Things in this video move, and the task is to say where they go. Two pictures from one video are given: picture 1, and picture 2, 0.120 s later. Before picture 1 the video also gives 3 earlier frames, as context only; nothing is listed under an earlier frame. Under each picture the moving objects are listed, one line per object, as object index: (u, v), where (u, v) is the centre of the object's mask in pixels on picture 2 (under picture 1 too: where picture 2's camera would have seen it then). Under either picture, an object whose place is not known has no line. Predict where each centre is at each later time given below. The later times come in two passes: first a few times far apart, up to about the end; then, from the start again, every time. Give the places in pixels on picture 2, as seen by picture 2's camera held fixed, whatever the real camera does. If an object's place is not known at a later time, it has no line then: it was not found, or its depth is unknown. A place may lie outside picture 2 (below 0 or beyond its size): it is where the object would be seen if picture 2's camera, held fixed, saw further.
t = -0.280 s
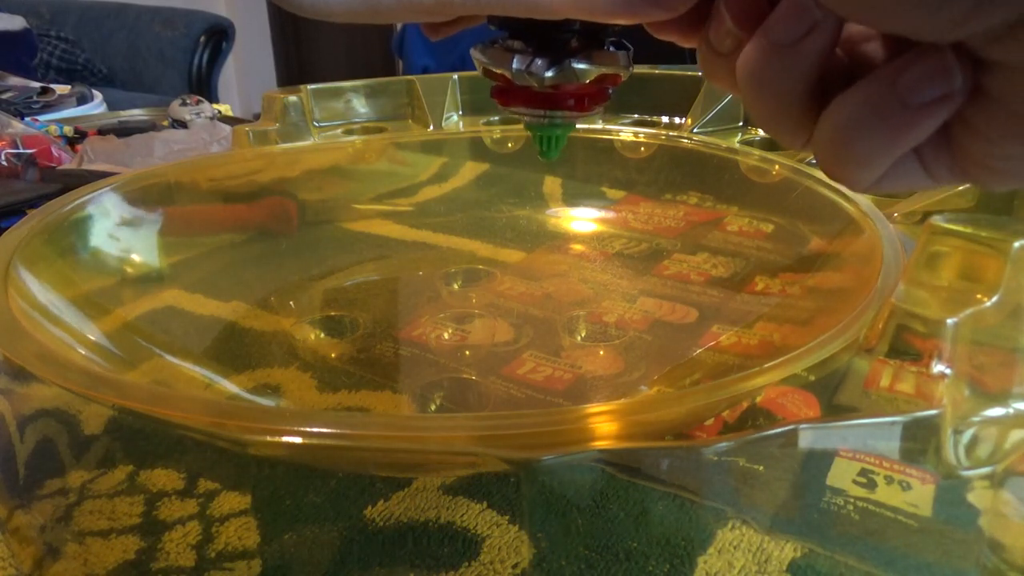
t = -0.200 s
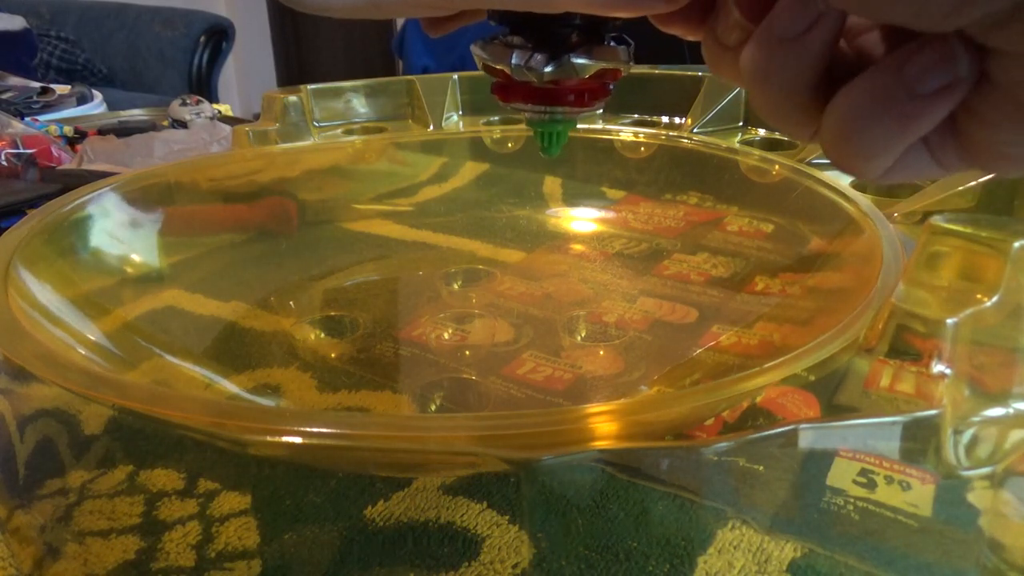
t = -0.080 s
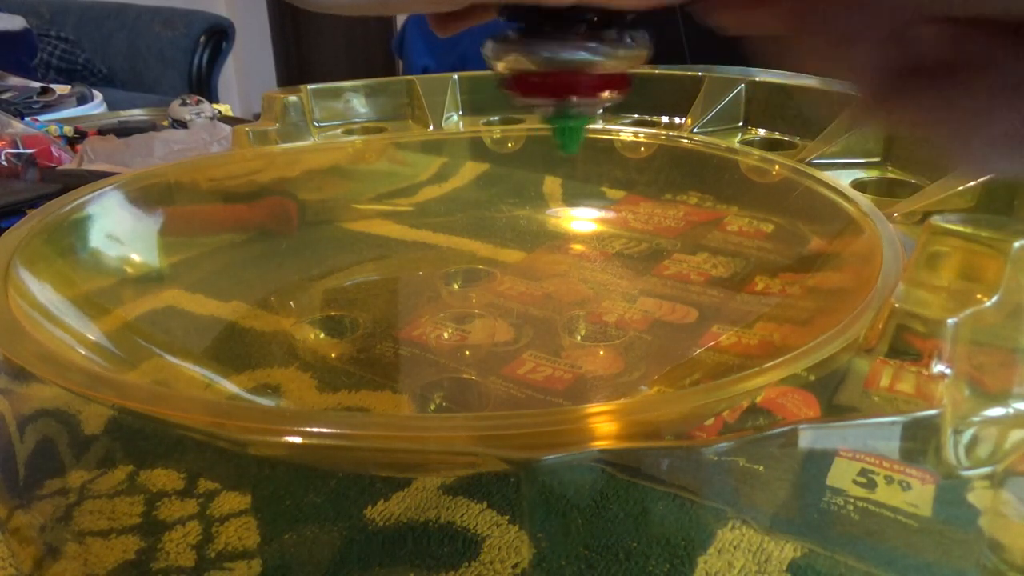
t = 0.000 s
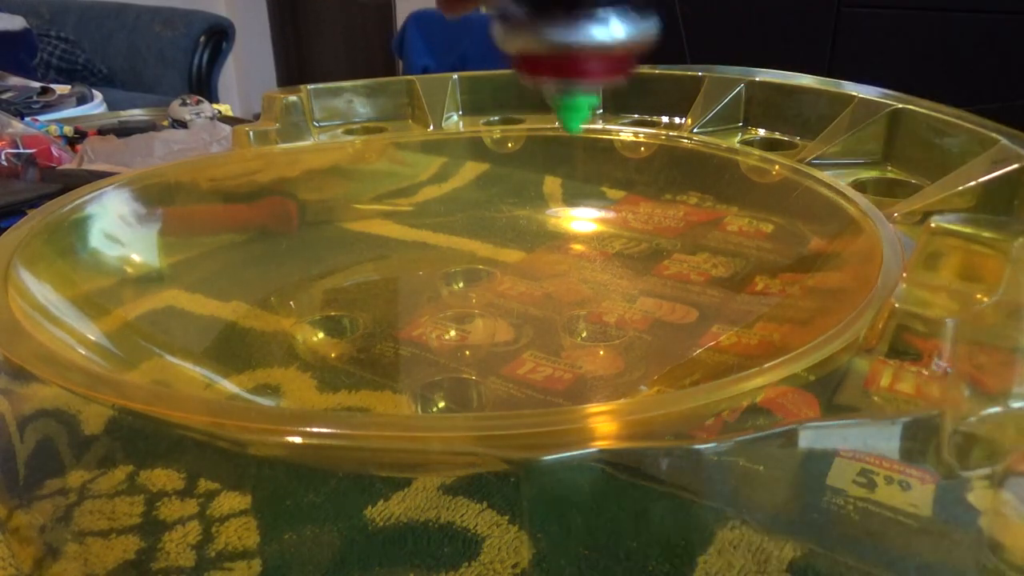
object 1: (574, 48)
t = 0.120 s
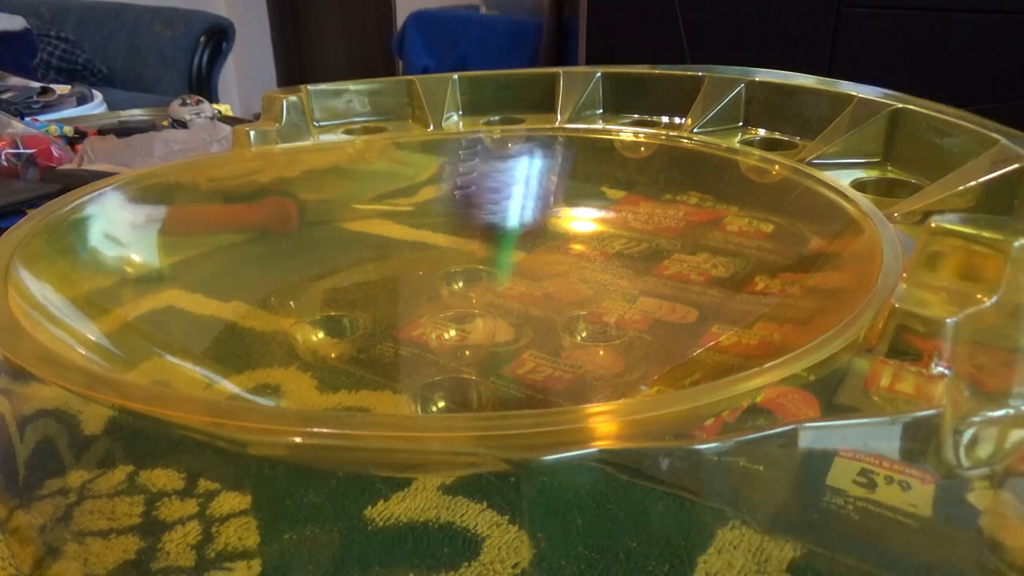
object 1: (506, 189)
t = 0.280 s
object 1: (425, 212)
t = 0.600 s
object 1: (264, 229)
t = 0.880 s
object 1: (400, 304)
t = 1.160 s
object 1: (616, 212)
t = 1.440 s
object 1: (384, 173)
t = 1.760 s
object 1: (359, 332)
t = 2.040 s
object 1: (741, 235)
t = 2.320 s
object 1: (420, 183)
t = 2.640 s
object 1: (266, 332)
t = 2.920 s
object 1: (699, 271)
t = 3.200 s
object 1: (454, 192)
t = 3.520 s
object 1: (205, 288)
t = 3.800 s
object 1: (585, 310)
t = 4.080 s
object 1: (566, 189)
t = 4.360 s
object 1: (262, 210)
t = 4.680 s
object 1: (487, 333)
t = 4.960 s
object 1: (690, 222)
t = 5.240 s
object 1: (398, 186)
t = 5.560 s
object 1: (275, 317)
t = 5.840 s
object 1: (656, 313)
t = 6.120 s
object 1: (567, 203)
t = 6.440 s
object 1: (260, 226)
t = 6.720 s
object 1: (350, 338)
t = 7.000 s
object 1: (605, 268)
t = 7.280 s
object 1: (486, 179)
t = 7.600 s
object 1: (251, 267)
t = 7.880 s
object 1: (535, 309)
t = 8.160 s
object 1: (664, 213)
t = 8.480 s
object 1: (356, 205)
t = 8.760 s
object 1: (273, 299)
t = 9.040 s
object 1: (556, 339)
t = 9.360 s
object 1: (600, 216)
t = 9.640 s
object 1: (357, 196)
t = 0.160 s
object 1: (484, 219)
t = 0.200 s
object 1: (460, 181)
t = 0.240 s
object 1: (441, 178)
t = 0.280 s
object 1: (425, 212)
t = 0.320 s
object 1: (409, 208)
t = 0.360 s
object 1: (390, 205)
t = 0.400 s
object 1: (369, 199)
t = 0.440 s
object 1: (345, 196)
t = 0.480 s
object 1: (322, 197)
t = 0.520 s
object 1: (300, 203)
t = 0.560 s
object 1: (281, 215)
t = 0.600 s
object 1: (264, 229)
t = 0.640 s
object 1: (252, 246)
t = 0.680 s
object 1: (250, 265)
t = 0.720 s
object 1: (265, 282)
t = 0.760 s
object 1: (289, 293)
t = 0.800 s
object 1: (320, 301)
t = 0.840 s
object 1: (355, 305)
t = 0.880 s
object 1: (400, 304)
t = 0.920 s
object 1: (445, 298)
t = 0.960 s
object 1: (490, 288)
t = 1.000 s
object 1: (531, 276)
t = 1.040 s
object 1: (566, 263)
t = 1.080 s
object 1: (592, 246)
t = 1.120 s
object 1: (609, 230)
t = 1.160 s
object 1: (616, 212)
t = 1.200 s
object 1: (610, 194)
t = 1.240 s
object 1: (593, 180)
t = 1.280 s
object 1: (565, 170)
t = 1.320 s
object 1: (527, 167)
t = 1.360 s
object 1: (484, 166)
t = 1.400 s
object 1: (436, 169)
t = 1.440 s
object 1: (384, 173)
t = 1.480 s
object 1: (332, 185)
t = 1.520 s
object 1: (289, 202)
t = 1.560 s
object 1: (257, 225)
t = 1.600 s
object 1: (242, 249)
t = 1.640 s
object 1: (246, 275)
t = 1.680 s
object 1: (266, 297)
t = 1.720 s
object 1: (306, 317)
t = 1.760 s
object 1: (359, 332)
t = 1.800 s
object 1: (423, 339)
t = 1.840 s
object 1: (502, 342)
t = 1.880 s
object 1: (588, 333)
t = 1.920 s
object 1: (663, 315)
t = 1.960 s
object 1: (715, 289)
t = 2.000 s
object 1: (743, 261)
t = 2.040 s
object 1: (741, 235)
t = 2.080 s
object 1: (721, 214)
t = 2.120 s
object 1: (686, 196)
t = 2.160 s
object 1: (642, 184)
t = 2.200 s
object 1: (589, 177)
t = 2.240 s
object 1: (532, 177)
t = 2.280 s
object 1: (478, 179)
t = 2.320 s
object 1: (420, 183)
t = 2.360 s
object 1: (366, 191)
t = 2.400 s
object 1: (316, 204)
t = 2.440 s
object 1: (274, 219)
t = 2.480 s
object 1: (240, 237)
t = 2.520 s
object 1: (219, 260)
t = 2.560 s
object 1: (214, 283)
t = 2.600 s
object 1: (227, 309)
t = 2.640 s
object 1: (266, 332)
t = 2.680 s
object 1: (328, 347)
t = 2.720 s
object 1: (410, 351)
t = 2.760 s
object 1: (502, 349)
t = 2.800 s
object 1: (596, 338)
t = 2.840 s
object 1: (658, 318)
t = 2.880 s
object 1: (691, 295)
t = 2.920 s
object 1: (699, 271)
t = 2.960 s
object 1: (690, 249)
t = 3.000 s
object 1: (665, 231)
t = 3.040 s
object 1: (632, 217)
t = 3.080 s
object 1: (592, 205)
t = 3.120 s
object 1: (547, 199)
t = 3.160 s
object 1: (501, 195)
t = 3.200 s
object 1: (454, 192)
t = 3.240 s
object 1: (406, 190)
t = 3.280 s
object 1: (357, 194)
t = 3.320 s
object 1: (312, 202)
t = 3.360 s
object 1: (273, 211)
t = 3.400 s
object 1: (240, 226)
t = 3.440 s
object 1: (216, 243)
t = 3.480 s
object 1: (202, 264)
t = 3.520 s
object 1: (205, 288)
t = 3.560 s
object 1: (231, 311)
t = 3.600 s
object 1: (284, 330)
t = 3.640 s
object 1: (350, 340)
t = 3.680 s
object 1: (422, 340)
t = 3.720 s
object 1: (488, 336)
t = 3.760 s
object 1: (545, 324)
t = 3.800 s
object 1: (585, 310)
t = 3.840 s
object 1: (611, 293)
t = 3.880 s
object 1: (624, 275)
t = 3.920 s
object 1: (627, 257)
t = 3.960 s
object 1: (621, 238)
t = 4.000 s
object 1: (608, 220)
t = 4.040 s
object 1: (591, 204)
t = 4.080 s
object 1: (566, 189)
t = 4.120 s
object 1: (534, 179)
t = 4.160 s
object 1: (494, 171)
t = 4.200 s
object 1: (448, 167)
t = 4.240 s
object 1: (399, 168)
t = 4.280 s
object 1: (348, 176)
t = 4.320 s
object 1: (300, 191)
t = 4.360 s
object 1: (262, 210)
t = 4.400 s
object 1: (237, 232)
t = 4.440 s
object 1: (226, 257)
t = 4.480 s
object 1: (236, 283)
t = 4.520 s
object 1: (265, 304)
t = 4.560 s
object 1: (312, 320)
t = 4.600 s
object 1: (365, 331)
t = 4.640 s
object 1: (423, 334)
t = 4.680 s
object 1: (487, 333)
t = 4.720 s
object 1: (553, 329)
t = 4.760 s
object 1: (612, 316)
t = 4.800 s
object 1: (657, 300)
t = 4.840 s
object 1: (686, 281)
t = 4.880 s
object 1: (700, 261)
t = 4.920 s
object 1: (701, 240)
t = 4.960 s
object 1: (690, 222)
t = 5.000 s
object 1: (669, 206)
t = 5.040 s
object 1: (637, 194)
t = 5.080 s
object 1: (596, 185)
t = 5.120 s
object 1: (549, 180)
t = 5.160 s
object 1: (499, 180)
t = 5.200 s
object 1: (450, 181)
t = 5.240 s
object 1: (398, 186)
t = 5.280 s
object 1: (352, 197)
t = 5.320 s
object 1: (313, 209)
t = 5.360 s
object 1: (281, 225)
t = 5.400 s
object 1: (260, 242)
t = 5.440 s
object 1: (247, 261)
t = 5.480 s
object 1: (245, 280)
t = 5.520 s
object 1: (253, 298)
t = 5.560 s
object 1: (275, 317)
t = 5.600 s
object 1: (309, 332)
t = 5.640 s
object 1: (353, 343)
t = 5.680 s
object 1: (408, 348)
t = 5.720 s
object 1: (475, 348)
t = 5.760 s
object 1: (548, 342)
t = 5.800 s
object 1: (612, 331)
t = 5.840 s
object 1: (656, 313)
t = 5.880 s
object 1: (683, 293)
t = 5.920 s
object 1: (693, 273)
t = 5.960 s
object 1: (688, 253)
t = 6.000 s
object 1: (669, 236)
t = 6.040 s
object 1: (641, 222)
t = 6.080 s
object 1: (607, 212)
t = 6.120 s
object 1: (567, 203)
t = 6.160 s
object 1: (527, 200)
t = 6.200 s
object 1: (487, 197)
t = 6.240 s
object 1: (446, 197)
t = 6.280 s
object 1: (403, 199)
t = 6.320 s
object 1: (362, 201)
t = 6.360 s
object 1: (323, 207)
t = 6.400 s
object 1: (289, 215)
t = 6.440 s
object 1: (260, 226)
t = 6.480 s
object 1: (236, 238)
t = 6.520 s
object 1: (220, 255)
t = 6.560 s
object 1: (213, 274)
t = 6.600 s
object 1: (222, 295)
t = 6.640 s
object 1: (247, 315)
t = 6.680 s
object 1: (292, 330)
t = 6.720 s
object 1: (350, 338)
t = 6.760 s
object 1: (409, 339)
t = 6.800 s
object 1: (467, 335)
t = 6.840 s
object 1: (514, 326)
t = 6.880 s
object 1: (549, 313)
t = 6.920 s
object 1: (577, 299)
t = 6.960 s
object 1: (595, 284)
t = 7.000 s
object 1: (605, 268)
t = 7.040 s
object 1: (605, 249)
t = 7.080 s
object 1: (600, 234)
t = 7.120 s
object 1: (588, 219)
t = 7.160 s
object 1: (571, 206)
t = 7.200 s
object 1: (549, 194)
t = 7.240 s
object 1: (521, 185)
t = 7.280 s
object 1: (486, 179)
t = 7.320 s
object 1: (448, 177)
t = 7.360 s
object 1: (404, 178)
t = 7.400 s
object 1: (363, 185)
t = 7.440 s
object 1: (323, 196)
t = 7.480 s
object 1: (289, 210)
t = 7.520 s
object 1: (264, 227)
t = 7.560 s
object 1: (251, 246)
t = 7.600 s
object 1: (251, 267)
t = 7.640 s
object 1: (267, 284)
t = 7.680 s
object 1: (294, 297)
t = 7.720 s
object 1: (331, 308)
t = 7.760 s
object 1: (373, 314)
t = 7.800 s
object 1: (425, 315)
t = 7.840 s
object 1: (479, 314)
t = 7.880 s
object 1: (535, 309)
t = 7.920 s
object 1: (584, 302)
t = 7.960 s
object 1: (629, 290)
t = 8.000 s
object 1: (661, 277)
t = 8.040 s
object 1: (680, 261)
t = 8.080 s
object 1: (687, 242)
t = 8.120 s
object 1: (680, 226)
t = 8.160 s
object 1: (664, 213)
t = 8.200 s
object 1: (638, 201)
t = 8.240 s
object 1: (603, 193)
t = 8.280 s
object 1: (563, 186)
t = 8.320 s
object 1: (522, 187)
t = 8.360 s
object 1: (479, 188)
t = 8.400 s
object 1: (437, 189)
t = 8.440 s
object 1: (394, 196)
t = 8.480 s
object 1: (356, 205)
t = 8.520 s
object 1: (325, 216)
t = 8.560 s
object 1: (301, 229)
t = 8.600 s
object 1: (283, 243)
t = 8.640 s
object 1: (271, 256)
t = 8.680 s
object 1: (266, 271)
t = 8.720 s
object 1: (267, 285)
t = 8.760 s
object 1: (273, 299)
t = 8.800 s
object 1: (286, 312)
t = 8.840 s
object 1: (309, 326)
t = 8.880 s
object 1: (340, 337)
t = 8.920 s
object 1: (383, 344)
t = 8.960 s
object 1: (437, 347)
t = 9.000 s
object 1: (494, 347)
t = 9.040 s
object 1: (556, 339)
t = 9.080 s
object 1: (607, 326)
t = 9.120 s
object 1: (646, 310)
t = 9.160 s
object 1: (666, 291)
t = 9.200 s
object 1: (674, 273)
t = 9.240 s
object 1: (667, 255)
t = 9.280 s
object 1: (652, 239)
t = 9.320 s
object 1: (629, 228)
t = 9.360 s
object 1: (600, 216)
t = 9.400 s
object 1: (570, 208)
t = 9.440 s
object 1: (536, 201)
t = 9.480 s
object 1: (503, 197)
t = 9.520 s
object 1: (467, 194)
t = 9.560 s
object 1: (431, 192)
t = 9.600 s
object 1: (393, 193)
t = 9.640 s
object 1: (357, 196)
